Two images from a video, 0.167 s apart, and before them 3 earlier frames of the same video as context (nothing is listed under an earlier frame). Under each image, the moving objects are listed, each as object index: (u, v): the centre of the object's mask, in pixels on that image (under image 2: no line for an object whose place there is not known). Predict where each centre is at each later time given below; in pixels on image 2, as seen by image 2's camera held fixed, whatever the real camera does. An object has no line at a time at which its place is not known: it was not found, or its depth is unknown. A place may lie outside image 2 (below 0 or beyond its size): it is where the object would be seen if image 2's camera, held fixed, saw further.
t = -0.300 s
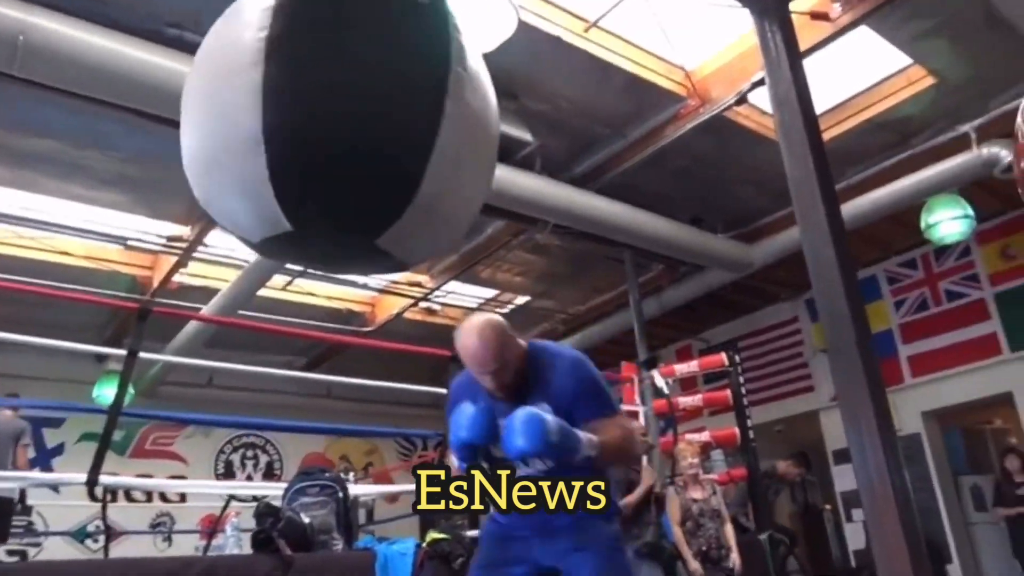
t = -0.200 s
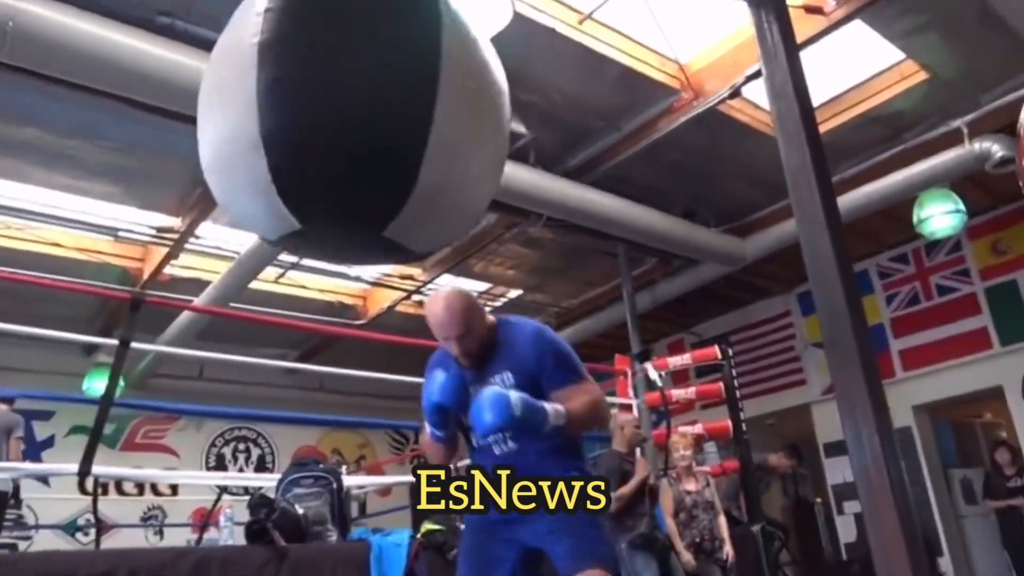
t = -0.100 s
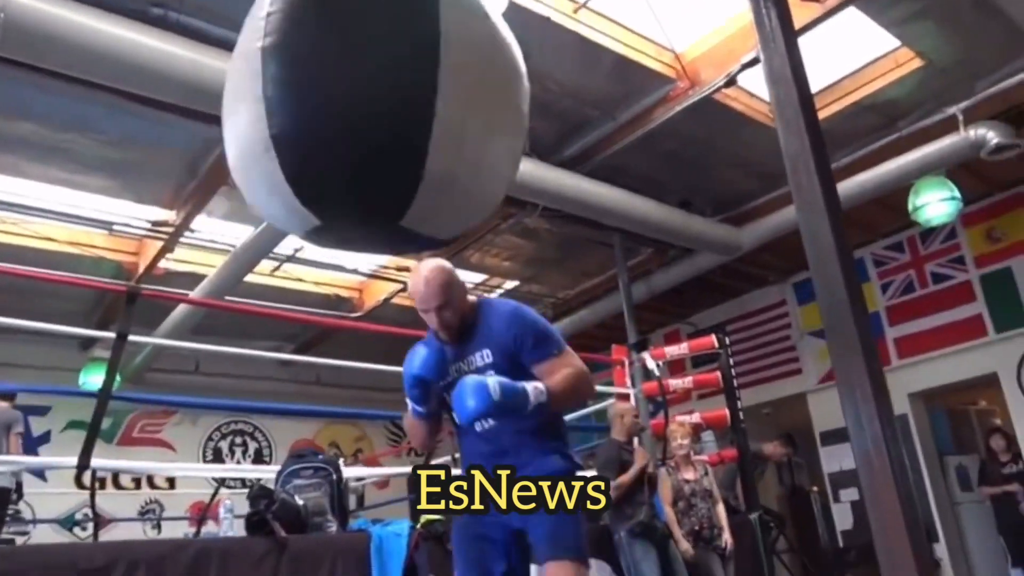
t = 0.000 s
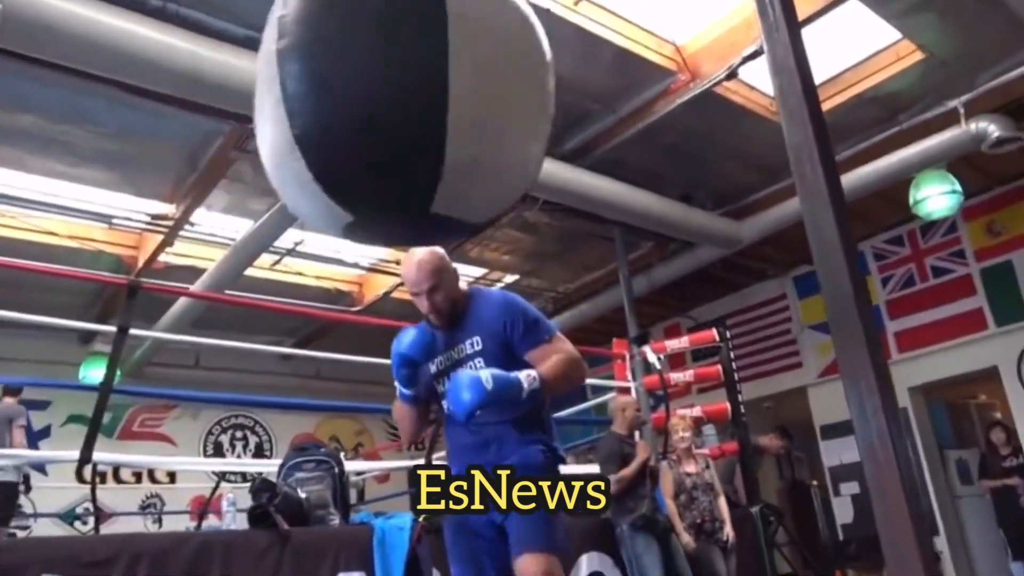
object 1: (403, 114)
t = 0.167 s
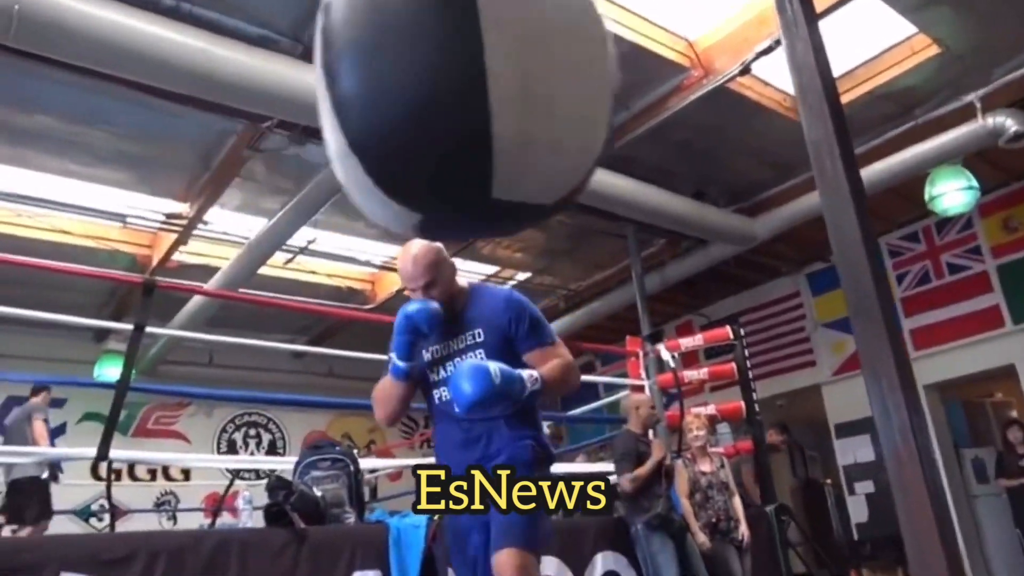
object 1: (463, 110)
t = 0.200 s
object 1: (472, 109)
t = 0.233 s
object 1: (478, 108)
